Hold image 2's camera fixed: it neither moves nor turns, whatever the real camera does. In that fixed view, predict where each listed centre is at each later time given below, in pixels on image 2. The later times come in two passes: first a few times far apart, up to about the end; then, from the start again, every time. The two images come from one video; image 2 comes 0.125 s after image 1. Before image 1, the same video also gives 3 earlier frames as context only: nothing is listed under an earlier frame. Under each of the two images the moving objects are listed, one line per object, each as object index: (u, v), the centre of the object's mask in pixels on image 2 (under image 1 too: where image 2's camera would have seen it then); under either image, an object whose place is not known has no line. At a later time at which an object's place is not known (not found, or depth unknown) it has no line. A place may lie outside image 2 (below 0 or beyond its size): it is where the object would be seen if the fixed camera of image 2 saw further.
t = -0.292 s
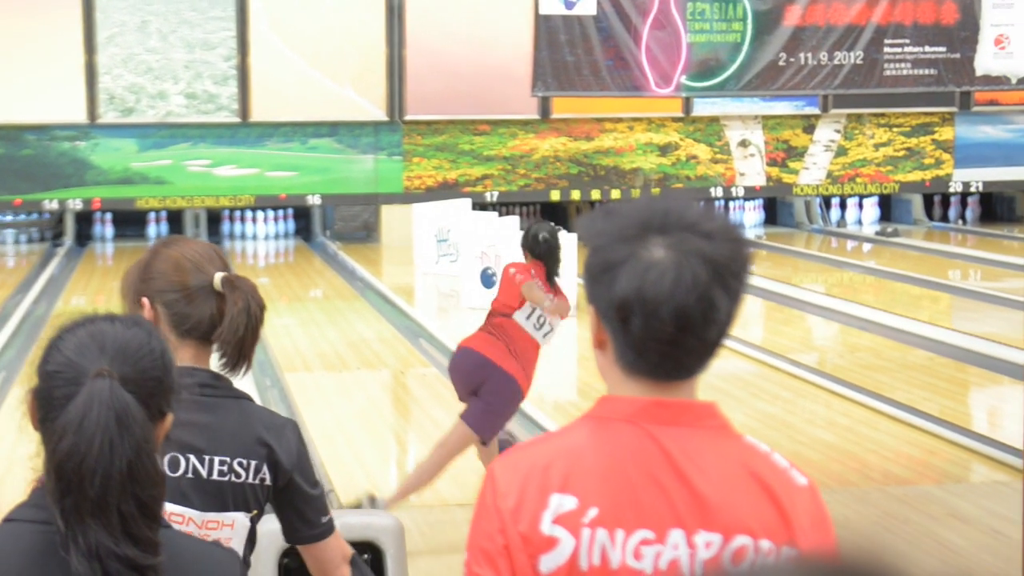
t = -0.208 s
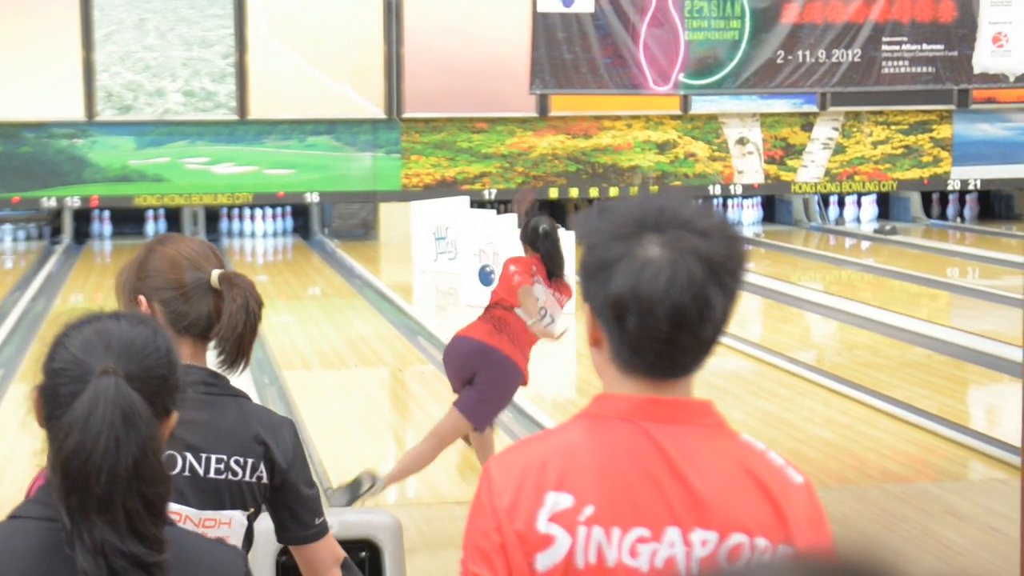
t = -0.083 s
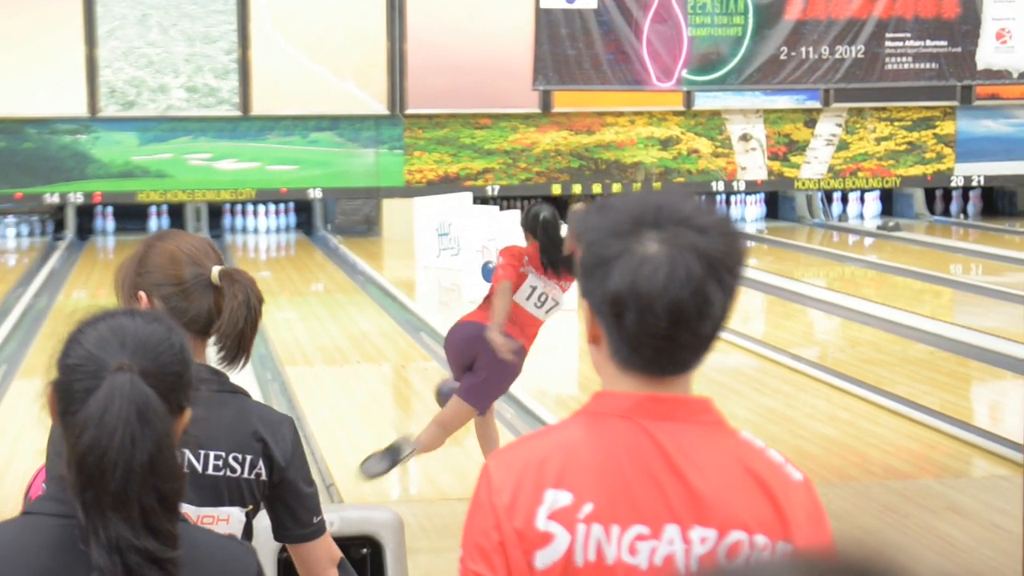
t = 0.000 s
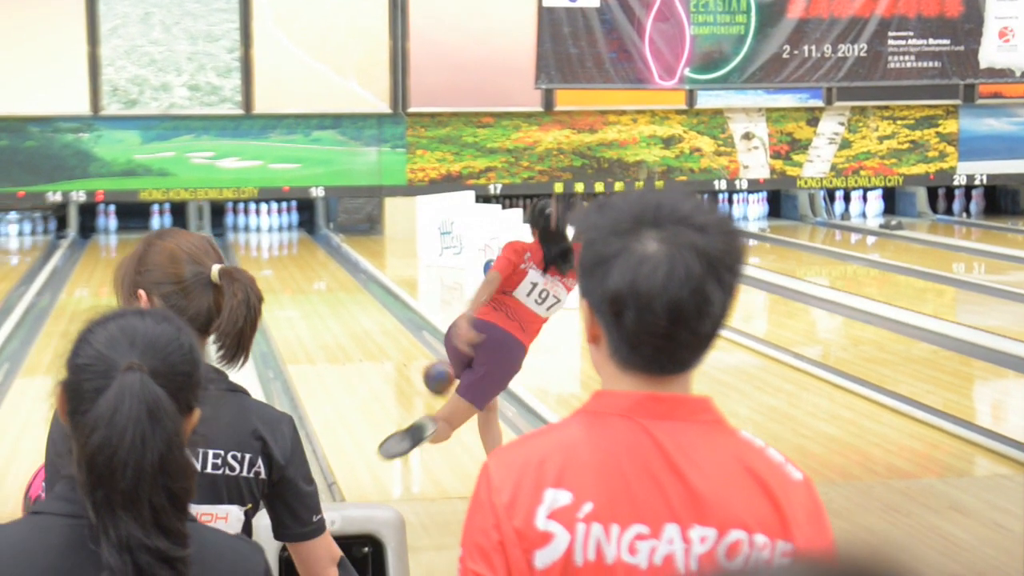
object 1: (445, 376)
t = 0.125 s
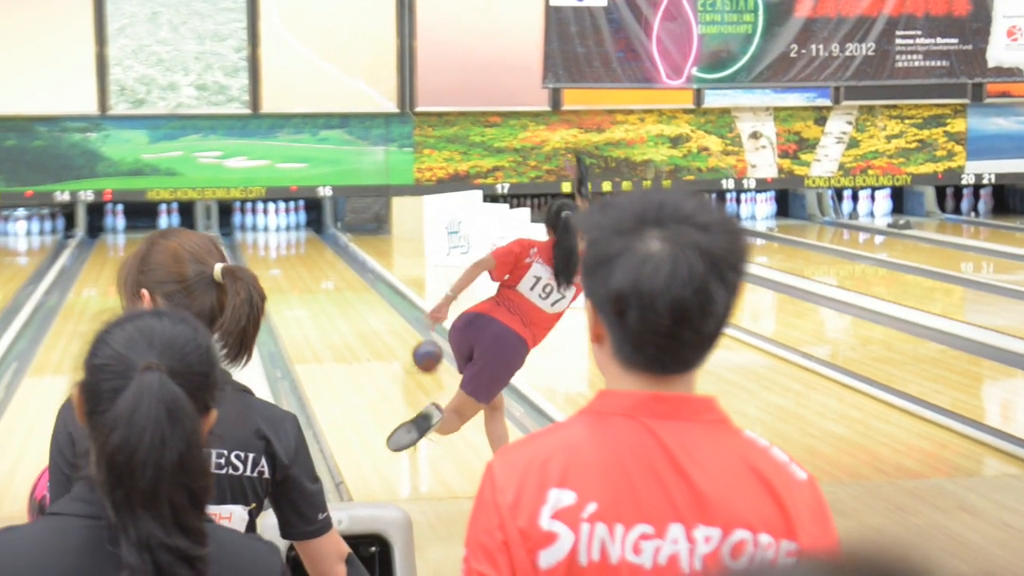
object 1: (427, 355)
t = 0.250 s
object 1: (410, 337)
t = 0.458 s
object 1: (386, 313)
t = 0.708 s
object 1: (363, 289)
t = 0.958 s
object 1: (344, 271)
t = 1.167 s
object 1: (330, 258)
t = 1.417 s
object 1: (315, 246)
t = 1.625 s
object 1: (303, 236)
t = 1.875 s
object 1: (287, 228)
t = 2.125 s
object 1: (275, 222)
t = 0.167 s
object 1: (421, 349)
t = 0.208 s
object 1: (415, 343)
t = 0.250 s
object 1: (410, 337)
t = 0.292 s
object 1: (405, 332)
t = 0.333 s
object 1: (400, 327)
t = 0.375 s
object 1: (395, 322)
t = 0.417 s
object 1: (391, 318)
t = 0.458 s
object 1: (386, 313)
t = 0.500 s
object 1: (382, 309)
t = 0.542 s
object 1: (378, 304)
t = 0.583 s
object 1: (374, 301)
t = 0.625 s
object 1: (370, 297)
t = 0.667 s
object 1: (367, 293)
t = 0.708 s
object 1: (363, 289)
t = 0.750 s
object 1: (360, 286)
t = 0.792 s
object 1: (356, 283)
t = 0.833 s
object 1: (353, 280)
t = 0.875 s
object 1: (349, 277)
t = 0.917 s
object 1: (346, 274)
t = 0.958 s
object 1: (344, 271)
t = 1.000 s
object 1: (341, 268)
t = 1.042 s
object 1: (338, 265)
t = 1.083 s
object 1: (335, 263)
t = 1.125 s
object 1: (333, 260)
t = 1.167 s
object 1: (330, 258)
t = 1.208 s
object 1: (328, 256)
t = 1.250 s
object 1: (325, 254)
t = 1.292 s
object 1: (322, 252)
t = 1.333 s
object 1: (319, 250)
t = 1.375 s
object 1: (317, 248)
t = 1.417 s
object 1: (315, 246)
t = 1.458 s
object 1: (312, 243)
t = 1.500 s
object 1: (310, 242)
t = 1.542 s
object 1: (307, 239)
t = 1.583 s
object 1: (305, 238)
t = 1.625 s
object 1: (303, 236)
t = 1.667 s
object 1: (300, 235)
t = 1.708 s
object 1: (297, 234)
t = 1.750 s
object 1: (295, 233)
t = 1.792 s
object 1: (293, 231)
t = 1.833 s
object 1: (290, 229)
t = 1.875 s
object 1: (287, 228)
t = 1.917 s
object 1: (284, 228)
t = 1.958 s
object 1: (282, 225)
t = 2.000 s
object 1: (280, 224)
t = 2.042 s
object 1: (279, 224)
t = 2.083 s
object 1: (277, 223)
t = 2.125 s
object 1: (275, 222)
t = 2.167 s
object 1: (275, 223)
